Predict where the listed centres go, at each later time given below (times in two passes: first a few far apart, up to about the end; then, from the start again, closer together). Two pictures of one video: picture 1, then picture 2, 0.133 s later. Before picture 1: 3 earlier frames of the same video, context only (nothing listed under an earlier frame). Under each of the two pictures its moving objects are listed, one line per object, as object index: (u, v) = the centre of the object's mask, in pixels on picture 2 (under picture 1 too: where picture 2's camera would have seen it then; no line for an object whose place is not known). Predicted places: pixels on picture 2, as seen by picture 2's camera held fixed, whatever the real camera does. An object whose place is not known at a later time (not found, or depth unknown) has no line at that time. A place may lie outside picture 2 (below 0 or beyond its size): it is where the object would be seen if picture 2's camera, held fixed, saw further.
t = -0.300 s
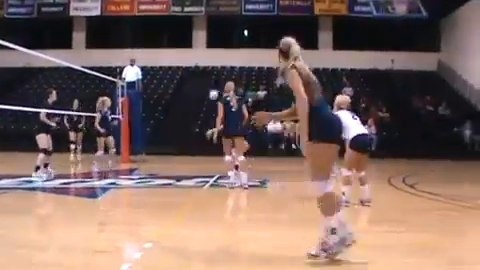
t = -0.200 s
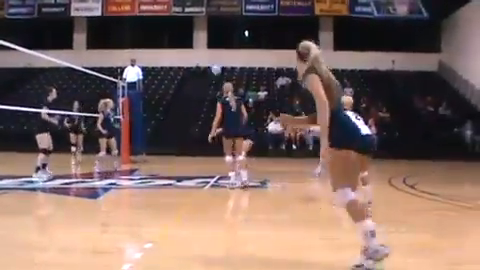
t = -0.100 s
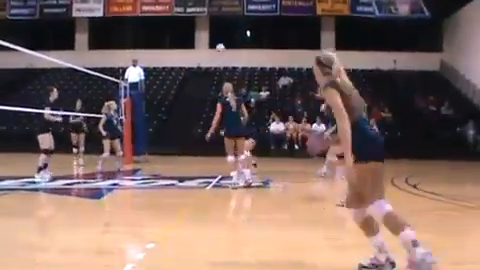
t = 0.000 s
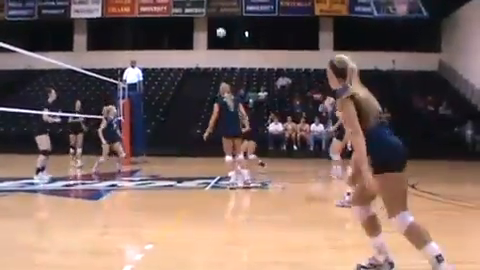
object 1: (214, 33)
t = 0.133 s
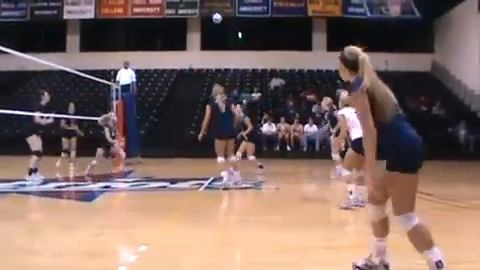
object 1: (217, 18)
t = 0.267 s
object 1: (219, 10)
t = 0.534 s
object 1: (225, 17)
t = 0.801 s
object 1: (230, 52)
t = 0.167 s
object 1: (217, 15)
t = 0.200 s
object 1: (218, 13)
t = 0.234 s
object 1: (219, 12)
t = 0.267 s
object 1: (219, 10)
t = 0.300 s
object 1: (221, 9)
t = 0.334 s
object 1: (221, 9)
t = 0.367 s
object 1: (222, 9)
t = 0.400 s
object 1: (222, 10)
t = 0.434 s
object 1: (223, 11)
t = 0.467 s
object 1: (224, 13)
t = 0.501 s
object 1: (225, 15)
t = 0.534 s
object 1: (225, 17)
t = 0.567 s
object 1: (226, 20)
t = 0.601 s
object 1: (226, 24)
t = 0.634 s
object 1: (227, 28)
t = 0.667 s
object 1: (227, 32)
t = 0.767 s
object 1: (229, 47)
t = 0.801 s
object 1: (230, 52)
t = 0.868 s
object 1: (231, 69)
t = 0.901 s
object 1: (232, 77)
